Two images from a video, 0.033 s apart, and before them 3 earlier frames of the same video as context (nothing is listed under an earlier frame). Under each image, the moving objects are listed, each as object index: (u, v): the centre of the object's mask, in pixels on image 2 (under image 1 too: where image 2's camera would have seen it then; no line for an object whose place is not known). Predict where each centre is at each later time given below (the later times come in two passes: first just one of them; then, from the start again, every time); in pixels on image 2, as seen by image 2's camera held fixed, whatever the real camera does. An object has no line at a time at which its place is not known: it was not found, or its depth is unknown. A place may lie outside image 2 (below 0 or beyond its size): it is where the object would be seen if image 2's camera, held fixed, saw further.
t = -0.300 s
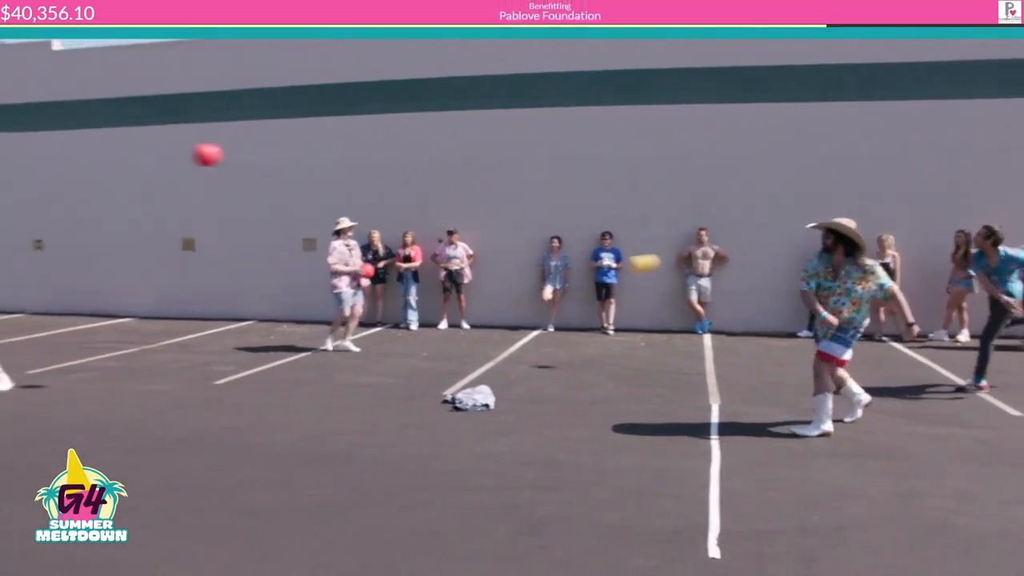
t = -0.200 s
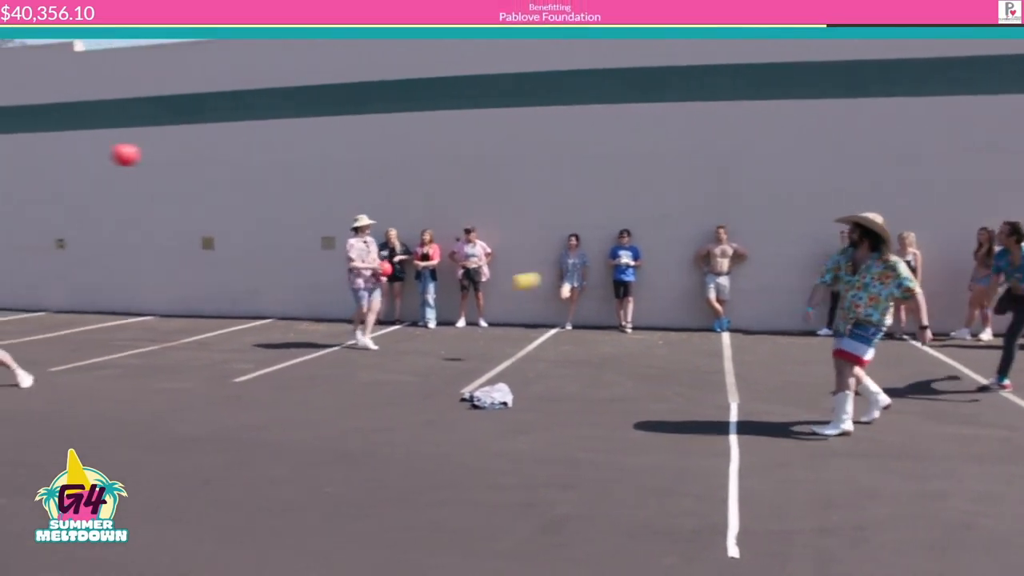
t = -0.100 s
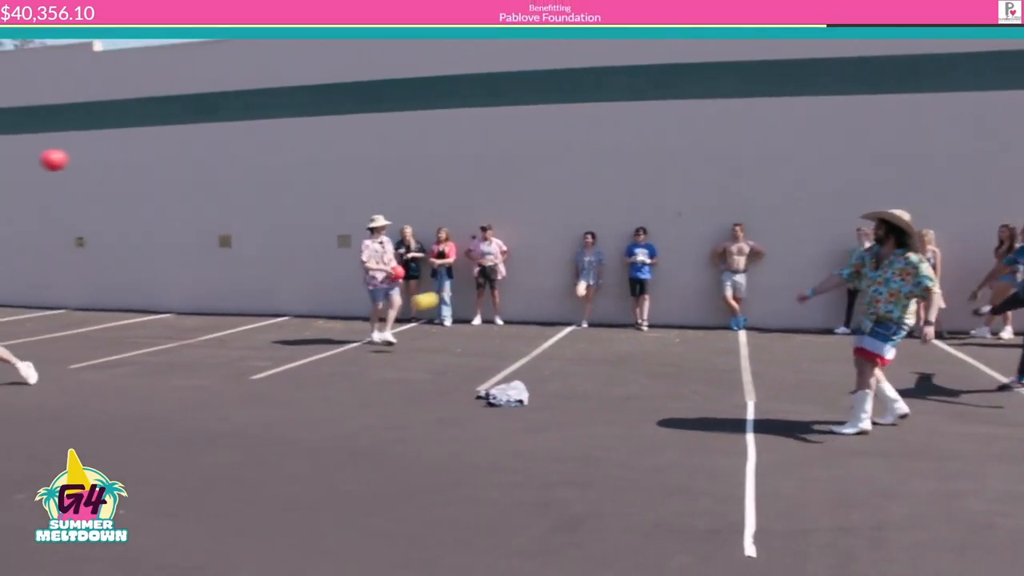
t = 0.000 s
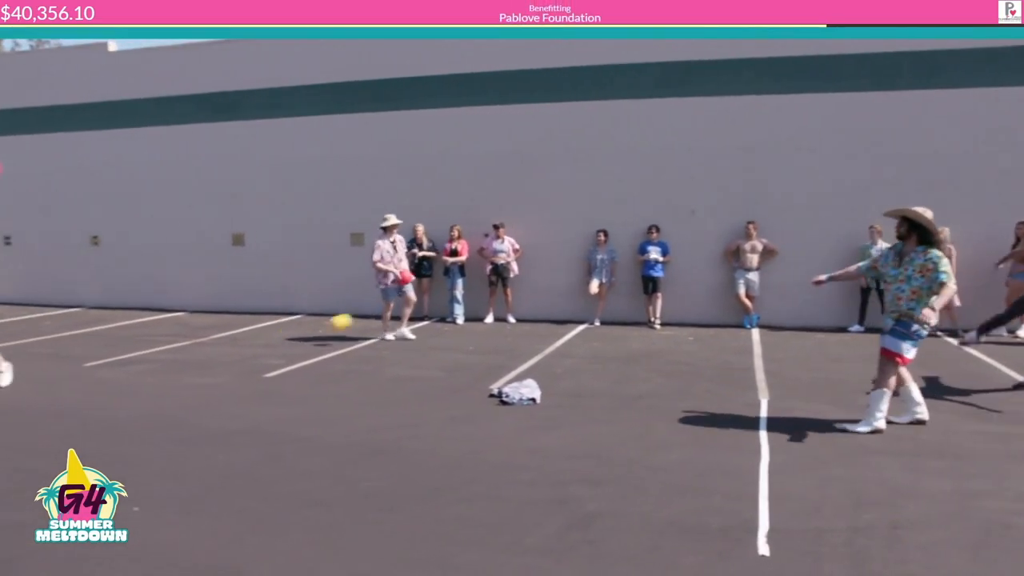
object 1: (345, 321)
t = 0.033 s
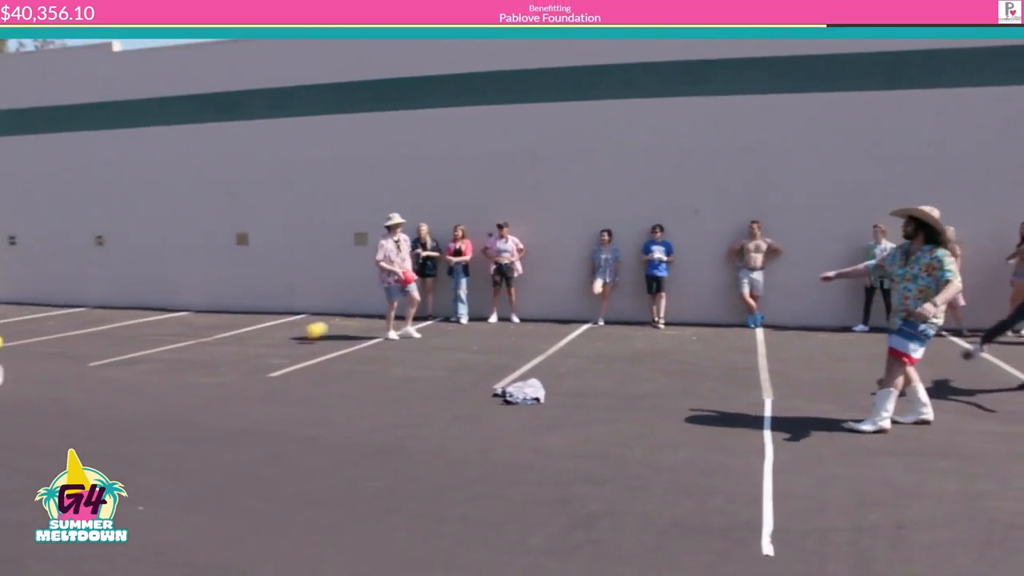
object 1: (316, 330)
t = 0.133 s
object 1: (263, 320)
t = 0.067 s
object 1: (291, 336)
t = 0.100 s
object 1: (277, 328)
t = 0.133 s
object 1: (263, 320)
